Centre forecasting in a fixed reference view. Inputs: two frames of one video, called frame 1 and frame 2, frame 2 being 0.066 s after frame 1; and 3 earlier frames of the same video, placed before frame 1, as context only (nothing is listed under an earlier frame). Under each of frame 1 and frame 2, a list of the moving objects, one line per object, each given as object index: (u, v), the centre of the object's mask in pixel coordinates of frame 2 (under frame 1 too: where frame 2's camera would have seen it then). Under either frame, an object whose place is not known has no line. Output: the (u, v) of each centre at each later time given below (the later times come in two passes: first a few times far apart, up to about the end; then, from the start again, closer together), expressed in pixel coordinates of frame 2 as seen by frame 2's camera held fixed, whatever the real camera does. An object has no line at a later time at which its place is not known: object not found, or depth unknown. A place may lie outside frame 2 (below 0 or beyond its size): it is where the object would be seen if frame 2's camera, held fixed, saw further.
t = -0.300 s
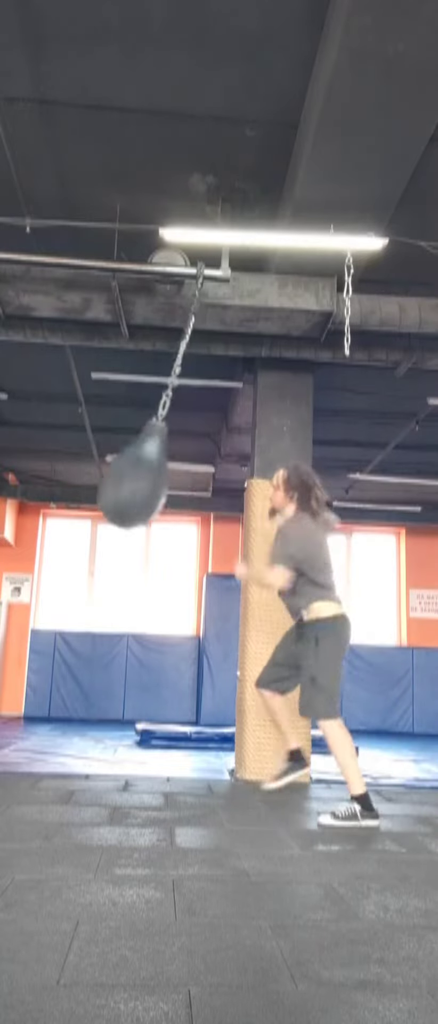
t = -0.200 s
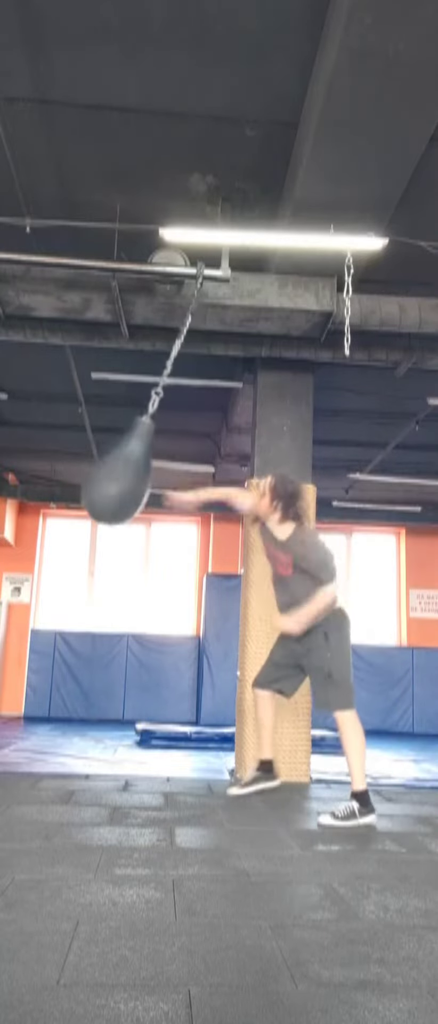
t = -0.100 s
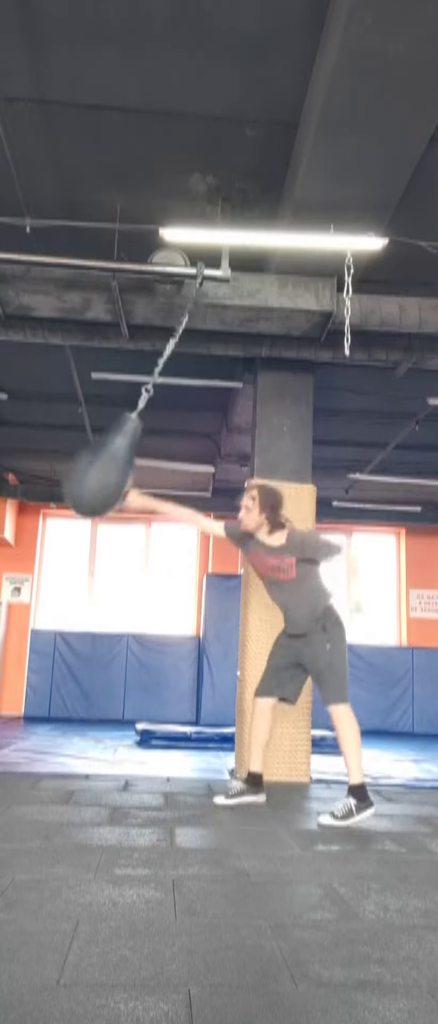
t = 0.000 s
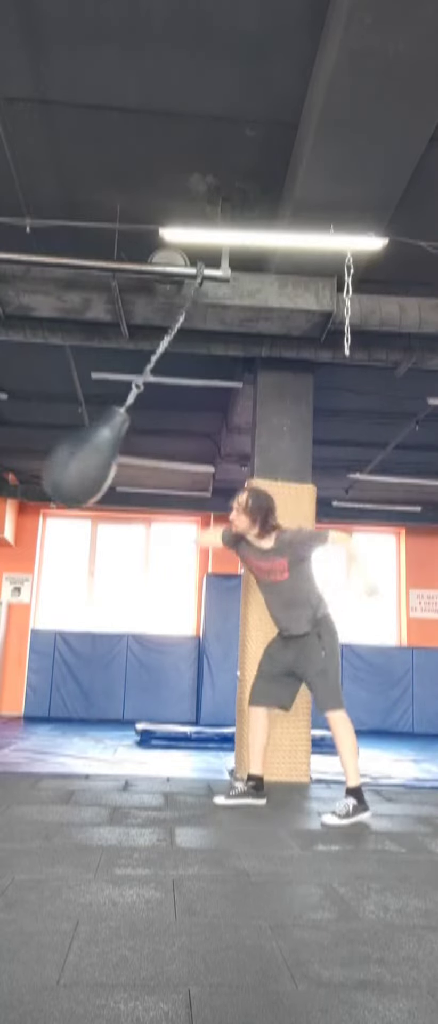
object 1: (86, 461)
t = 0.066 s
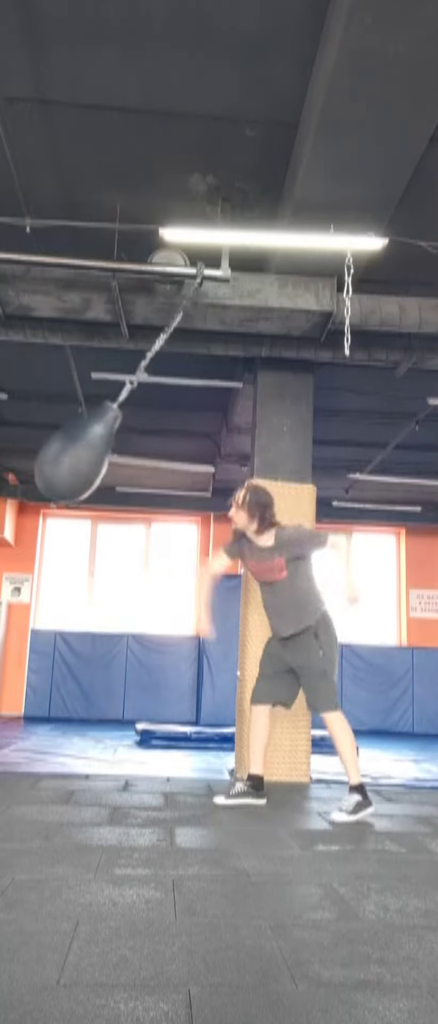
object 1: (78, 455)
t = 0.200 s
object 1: (73, 453)
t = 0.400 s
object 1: (93, 462)
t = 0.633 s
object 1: (155, 483)
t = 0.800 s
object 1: (216, 487)
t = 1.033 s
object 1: (286, 477)
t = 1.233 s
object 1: (315, 466)
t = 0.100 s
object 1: (75, 454)
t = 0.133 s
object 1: (73, 453)
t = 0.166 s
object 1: (73, 453)
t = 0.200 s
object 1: (73, 453)
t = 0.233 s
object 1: (73, 453)
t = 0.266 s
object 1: (75, 454)
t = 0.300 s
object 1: (78, 455)
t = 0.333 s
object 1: (82, 457)
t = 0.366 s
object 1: (87, 460)
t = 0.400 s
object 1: (93, 462)
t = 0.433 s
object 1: (99, 466)
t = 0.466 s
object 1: (106, 469)
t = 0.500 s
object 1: (114, 473)
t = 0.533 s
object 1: (123, 476)
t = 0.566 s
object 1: (133, 478)
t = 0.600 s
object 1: (143, 481)
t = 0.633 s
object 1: (155, 483)
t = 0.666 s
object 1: (167, 485)
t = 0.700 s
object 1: (178, 486)
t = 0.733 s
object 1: (192, 487)
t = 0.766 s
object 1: (205, 488)
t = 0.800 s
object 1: (216, 487)
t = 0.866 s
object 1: (238, 487)
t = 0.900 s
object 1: (246, 485)
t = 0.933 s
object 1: (258, 484)
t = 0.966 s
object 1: (268, 482)
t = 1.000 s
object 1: (277, 479)
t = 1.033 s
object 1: (286, 477)
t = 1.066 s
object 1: (293, 475)
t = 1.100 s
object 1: (300, 472)
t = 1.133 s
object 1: (305, 470)
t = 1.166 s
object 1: (309, 469)
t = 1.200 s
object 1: (312, 468)
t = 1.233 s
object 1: (315, 466)
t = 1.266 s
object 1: (316, 466)
